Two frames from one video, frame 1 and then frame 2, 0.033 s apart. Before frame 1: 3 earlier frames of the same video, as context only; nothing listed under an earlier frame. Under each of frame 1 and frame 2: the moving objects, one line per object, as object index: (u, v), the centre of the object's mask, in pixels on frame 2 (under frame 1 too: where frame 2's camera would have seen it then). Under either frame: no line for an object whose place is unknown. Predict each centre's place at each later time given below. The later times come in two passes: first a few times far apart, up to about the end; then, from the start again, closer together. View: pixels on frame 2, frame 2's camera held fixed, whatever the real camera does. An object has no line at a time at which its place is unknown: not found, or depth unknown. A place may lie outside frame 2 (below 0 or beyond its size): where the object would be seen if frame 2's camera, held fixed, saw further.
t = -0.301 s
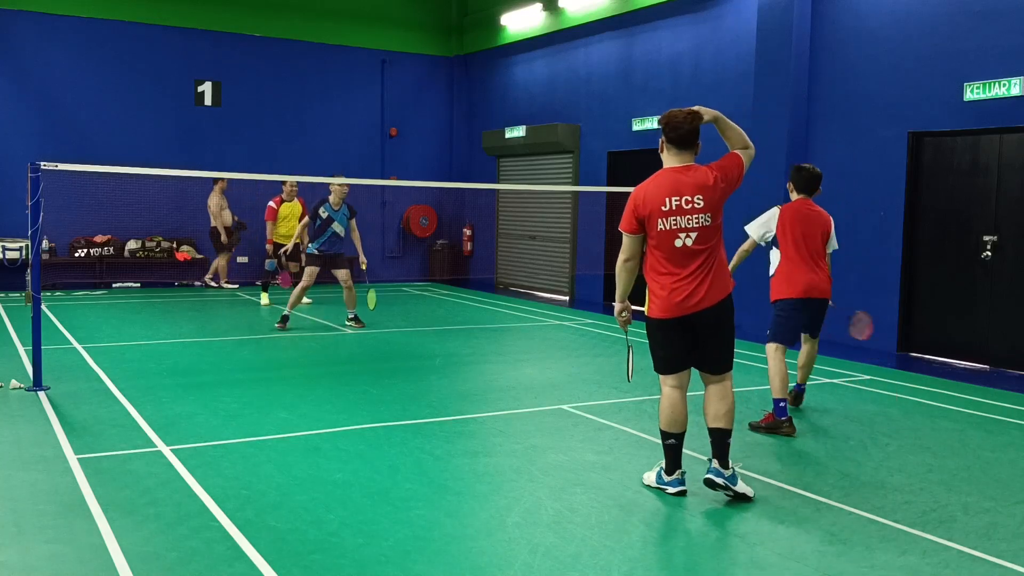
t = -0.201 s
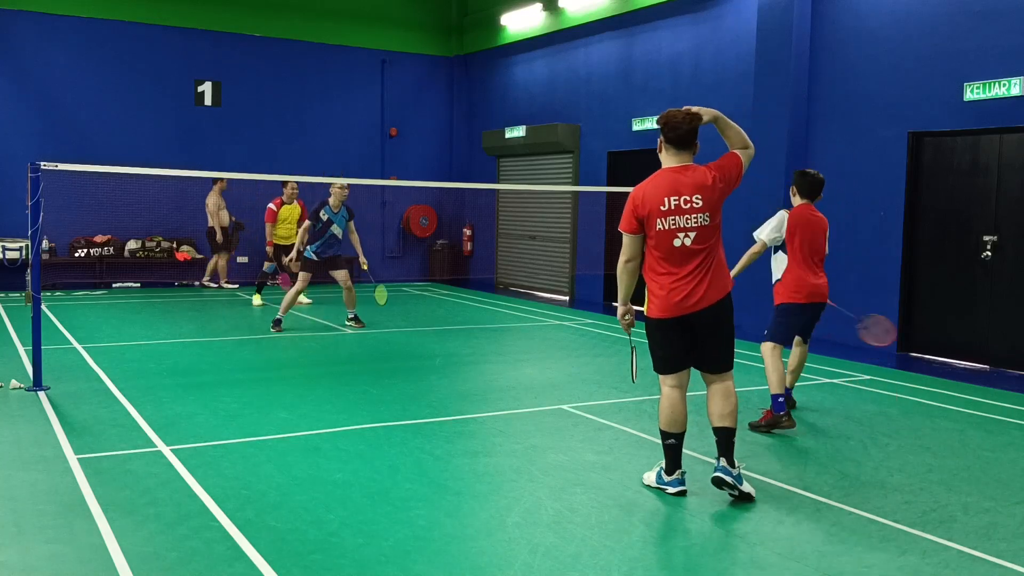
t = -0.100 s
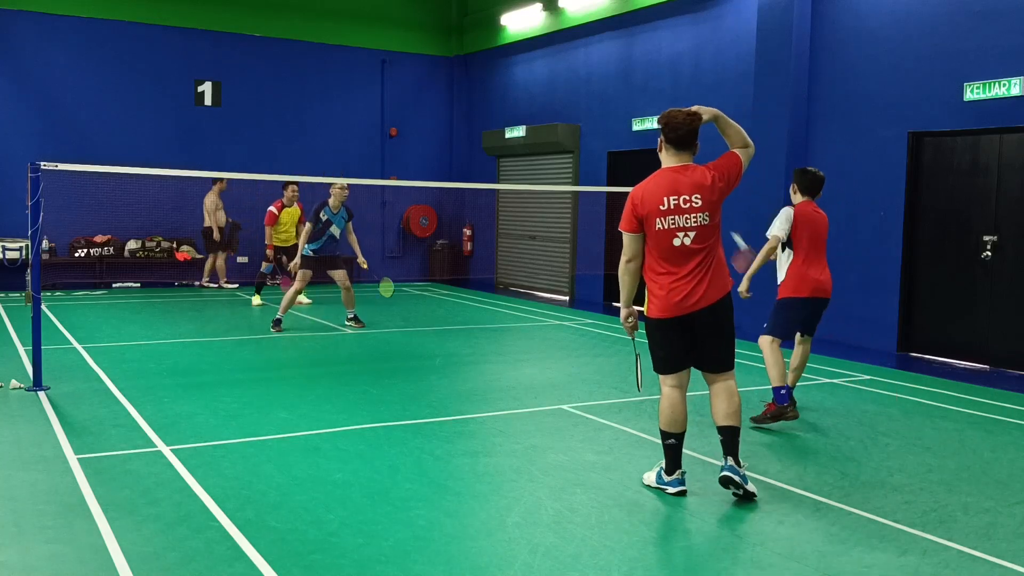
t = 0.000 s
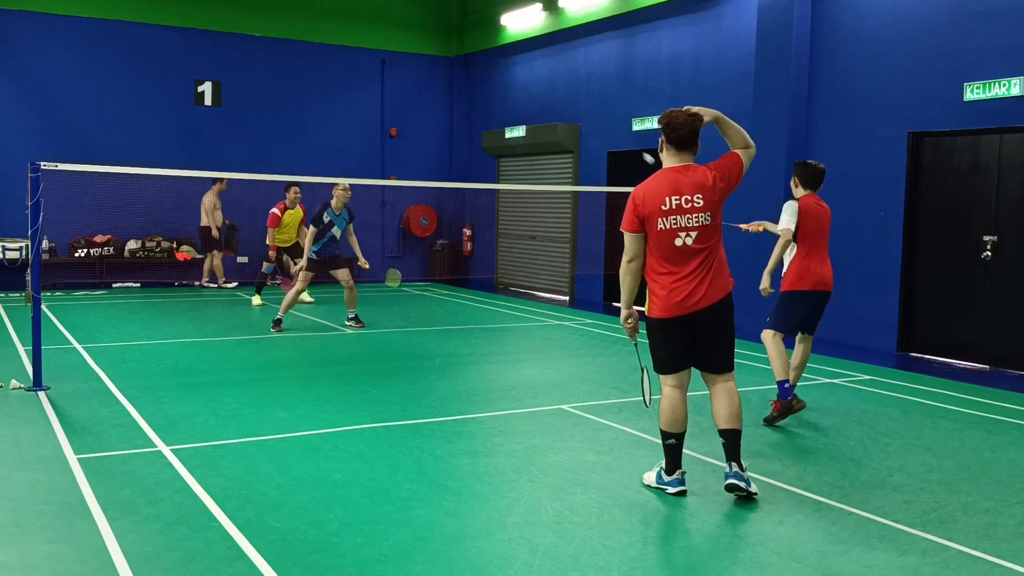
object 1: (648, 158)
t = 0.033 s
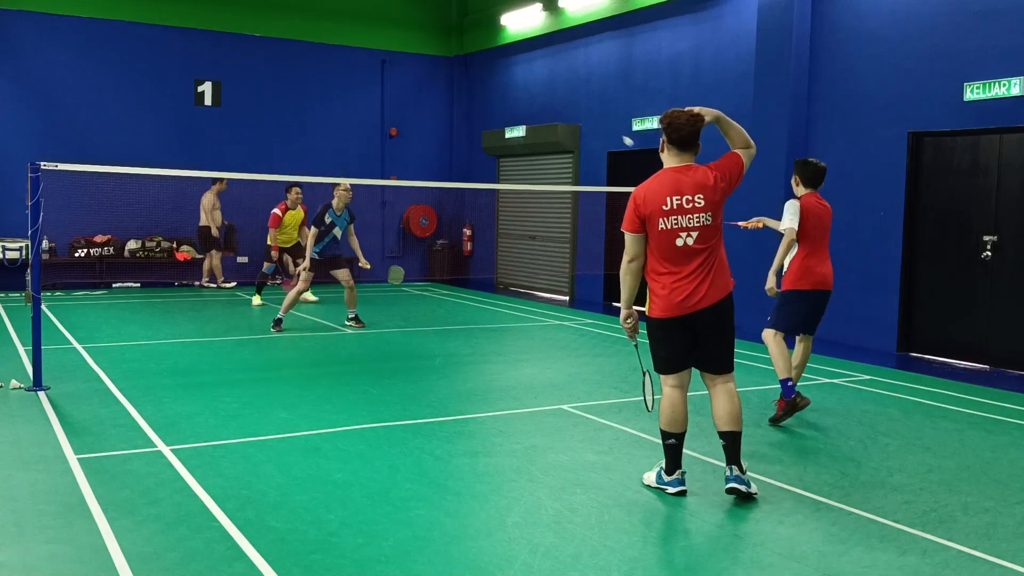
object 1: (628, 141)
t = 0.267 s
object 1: (537, 86)
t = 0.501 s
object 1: (490, 93)
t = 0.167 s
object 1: (568, 99)
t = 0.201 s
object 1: (557, 94)
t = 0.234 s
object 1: (547, 89)
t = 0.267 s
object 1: (537, 86)
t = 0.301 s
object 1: (529, 85)
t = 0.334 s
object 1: (521, 84)
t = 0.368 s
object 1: (514, 84)
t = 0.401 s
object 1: (507, 85)
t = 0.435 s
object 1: (501, 87)
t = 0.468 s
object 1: (495, 90)
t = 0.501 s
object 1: (490, 93)
